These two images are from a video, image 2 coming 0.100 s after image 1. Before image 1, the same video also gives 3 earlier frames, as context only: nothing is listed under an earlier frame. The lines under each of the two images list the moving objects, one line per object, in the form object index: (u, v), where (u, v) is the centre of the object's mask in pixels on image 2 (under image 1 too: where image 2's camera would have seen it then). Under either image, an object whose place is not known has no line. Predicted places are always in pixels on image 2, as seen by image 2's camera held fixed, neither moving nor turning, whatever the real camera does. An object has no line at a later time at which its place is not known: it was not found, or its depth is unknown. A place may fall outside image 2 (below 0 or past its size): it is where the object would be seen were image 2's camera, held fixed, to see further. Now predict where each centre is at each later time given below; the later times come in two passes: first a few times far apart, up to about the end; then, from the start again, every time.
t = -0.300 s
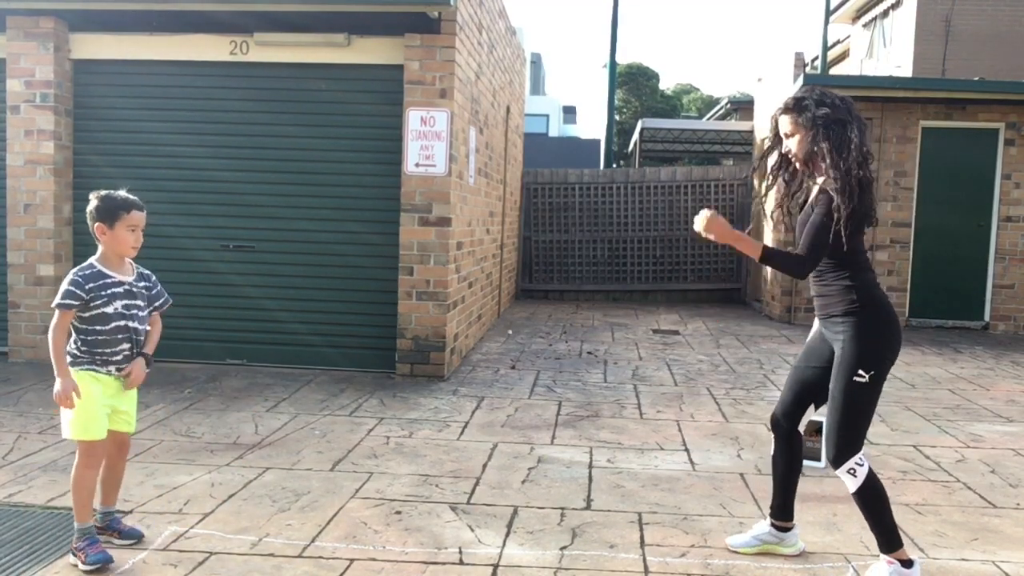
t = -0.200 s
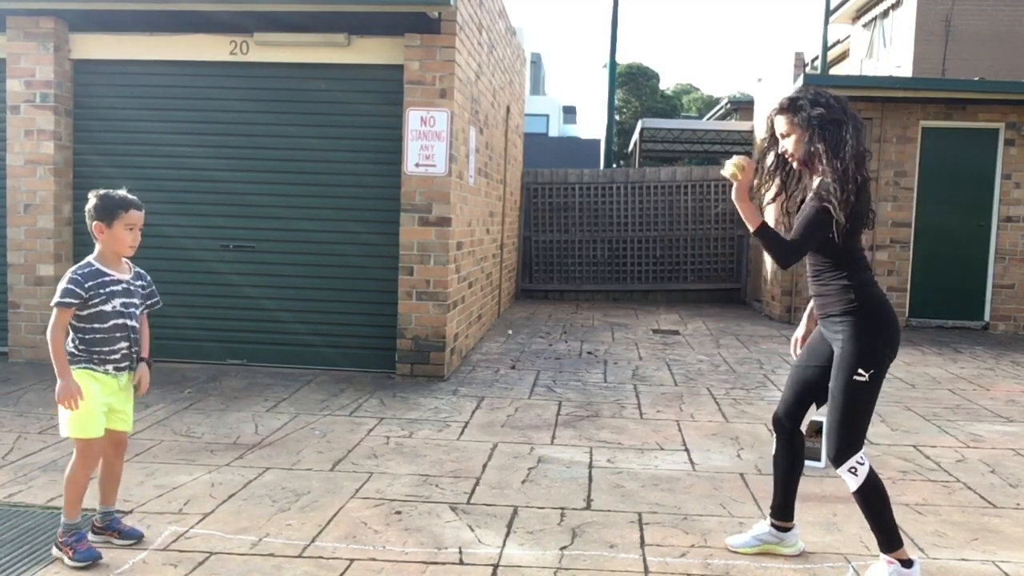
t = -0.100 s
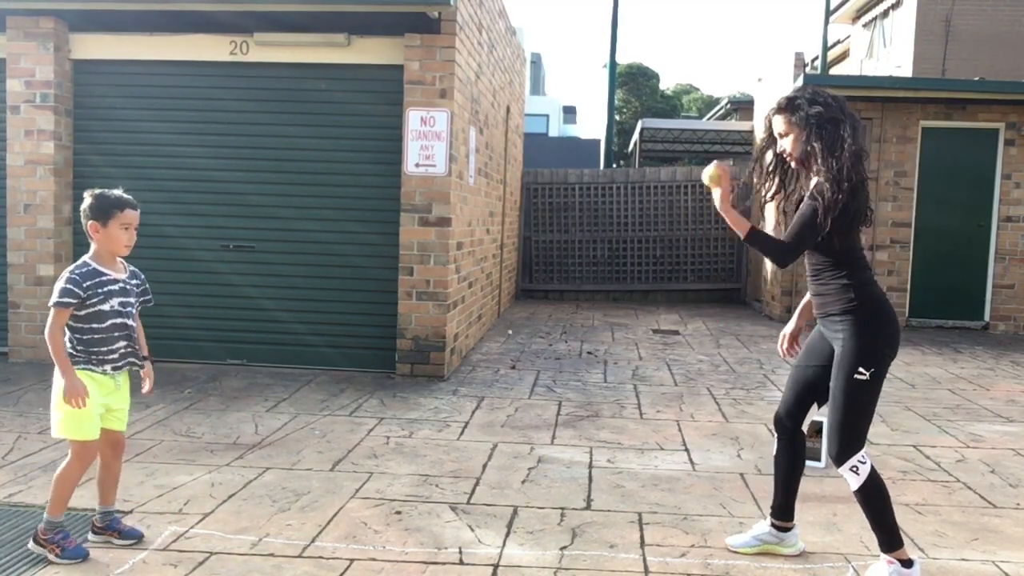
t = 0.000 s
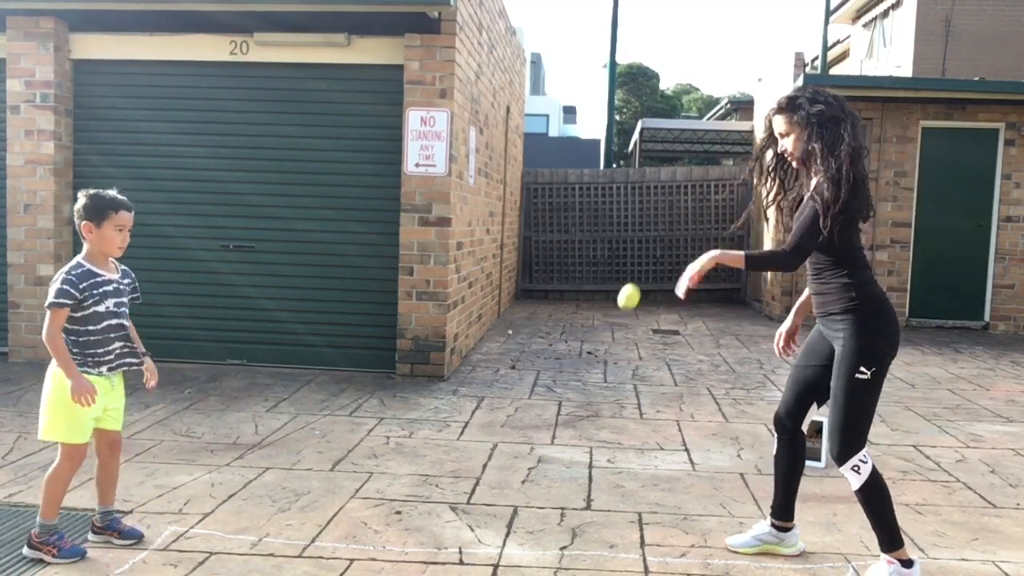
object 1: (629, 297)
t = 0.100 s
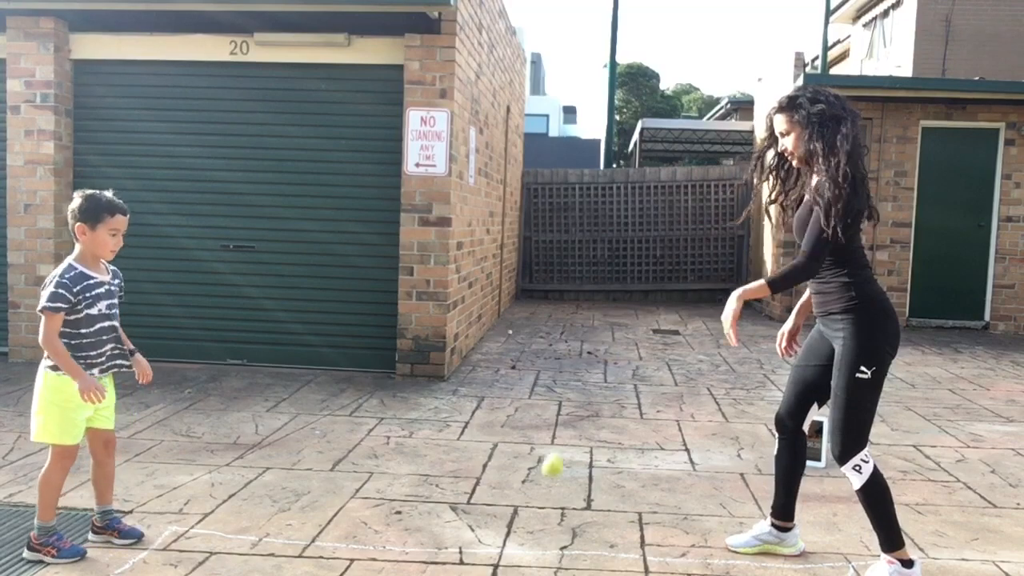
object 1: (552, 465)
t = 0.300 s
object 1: (476, 389)
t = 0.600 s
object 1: (391, 234)
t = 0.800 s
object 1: (331, 269)
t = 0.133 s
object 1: (528, 526)
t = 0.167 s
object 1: (512, 533)
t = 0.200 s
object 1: (503, 493)
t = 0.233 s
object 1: (495, 455)
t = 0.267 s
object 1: (485, 421)
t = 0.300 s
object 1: (476, 389)
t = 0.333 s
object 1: (467, 360)
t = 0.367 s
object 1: (458, 334)
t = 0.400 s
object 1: (448, 311)
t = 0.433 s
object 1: (439, 290)
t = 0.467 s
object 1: (429, 273)
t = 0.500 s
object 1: (420, 259)
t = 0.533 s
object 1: (410, 247)
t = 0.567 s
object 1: (400, 239)
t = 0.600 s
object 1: (391, 234)
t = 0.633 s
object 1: (381, 232)
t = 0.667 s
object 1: (371, 234)
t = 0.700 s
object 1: (361, 238)
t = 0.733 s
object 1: (351, 245)
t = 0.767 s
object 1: (341, 255)
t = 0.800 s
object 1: (331, 269)
